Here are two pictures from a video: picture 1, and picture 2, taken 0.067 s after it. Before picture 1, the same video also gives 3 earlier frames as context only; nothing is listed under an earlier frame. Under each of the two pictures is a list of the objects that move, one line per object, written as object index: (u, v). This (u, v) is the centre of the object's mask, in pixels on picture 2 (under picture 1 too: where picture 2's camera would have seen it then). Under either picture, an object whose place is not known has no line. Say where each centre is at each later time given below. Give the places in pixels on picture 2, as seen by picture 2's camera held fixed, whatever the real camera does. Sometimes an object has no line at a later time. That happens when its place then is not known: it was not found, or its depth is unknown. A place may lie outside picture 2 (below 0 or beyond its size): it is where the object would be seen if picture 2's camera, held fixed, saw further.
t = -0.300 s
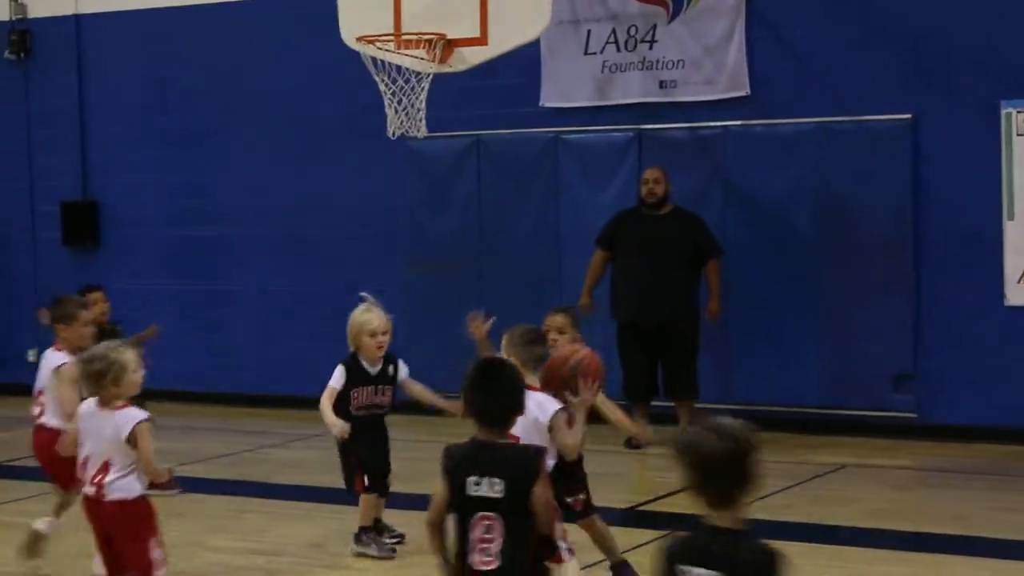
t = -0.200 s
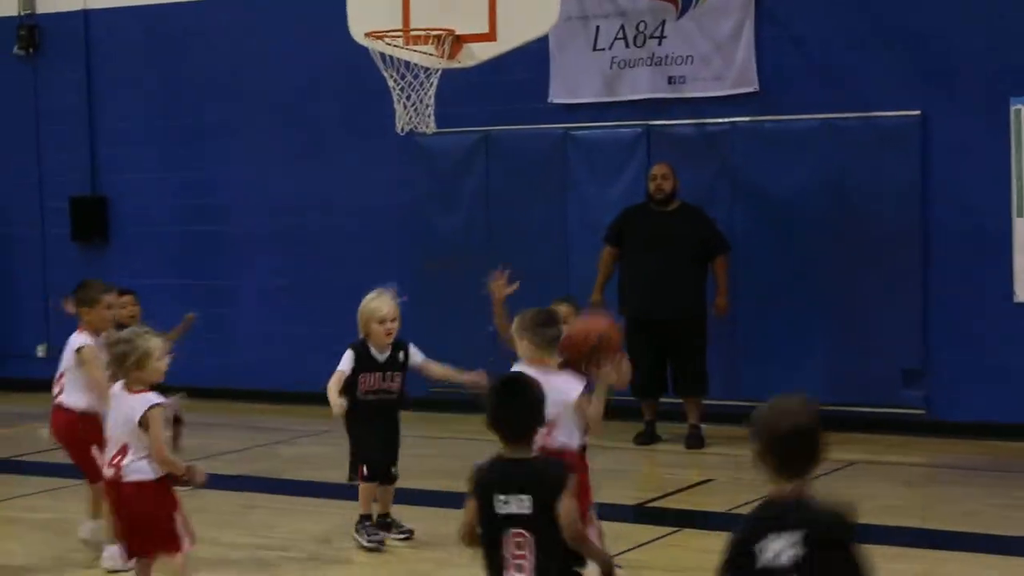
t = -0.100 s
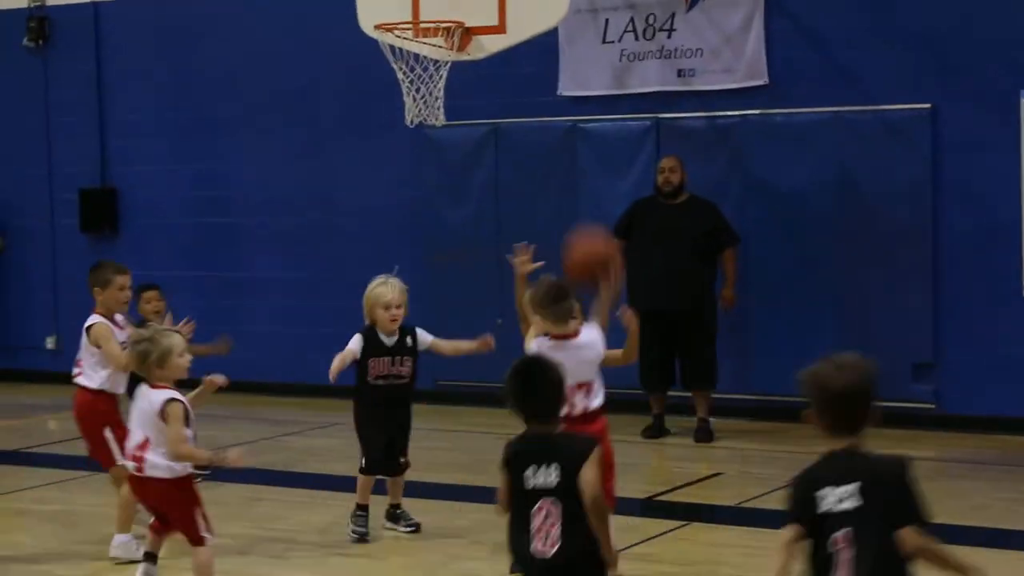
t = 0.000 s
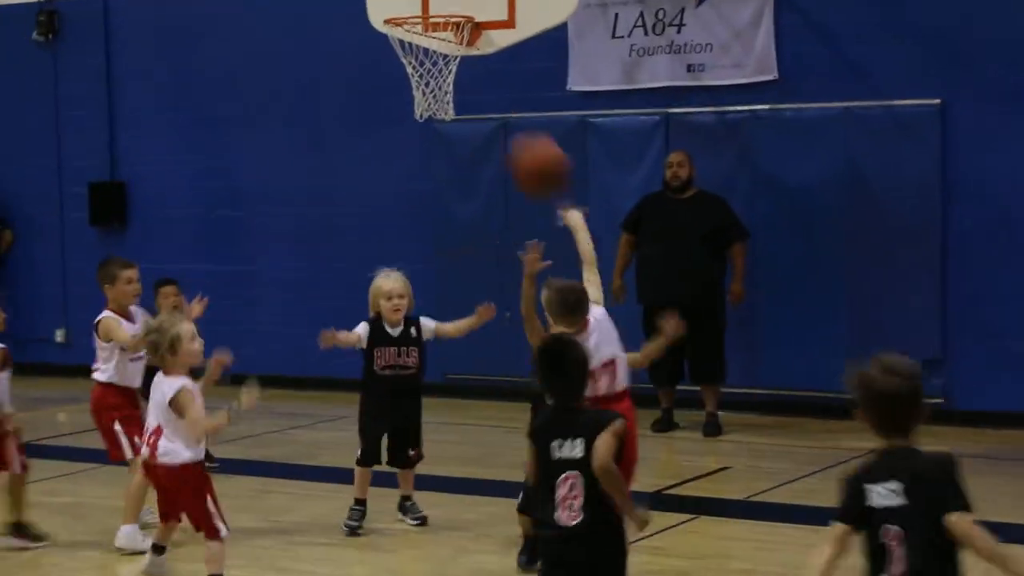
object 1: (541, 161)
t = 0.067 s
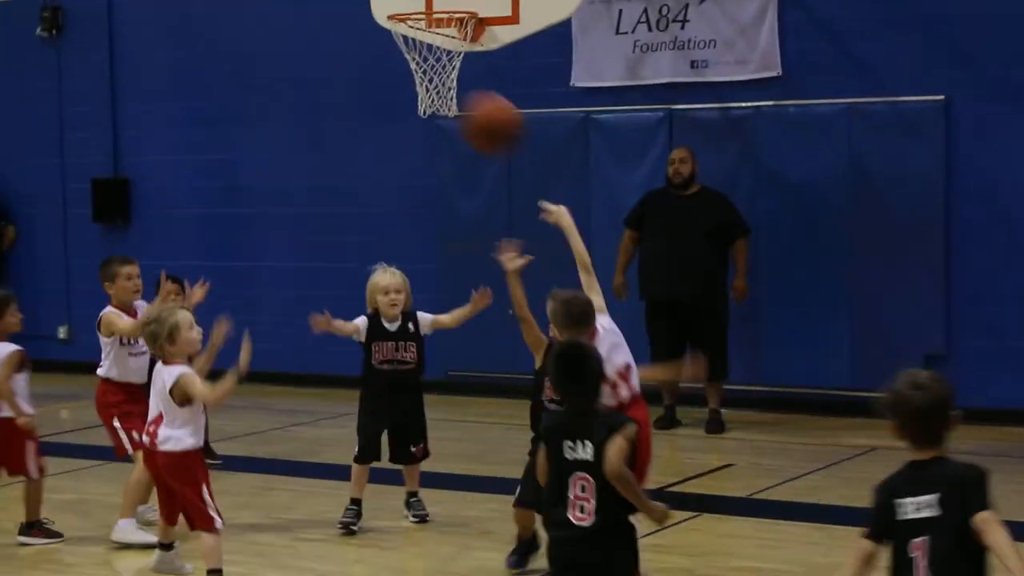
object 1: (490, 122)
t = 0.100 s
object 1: (468, 109)
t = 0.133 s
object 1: (442, 96)
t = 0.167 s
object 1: (415, 86)
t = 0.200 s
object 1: (391, 78)
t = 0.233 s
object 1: (369, 75)
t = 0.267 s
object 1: (346, 74)
